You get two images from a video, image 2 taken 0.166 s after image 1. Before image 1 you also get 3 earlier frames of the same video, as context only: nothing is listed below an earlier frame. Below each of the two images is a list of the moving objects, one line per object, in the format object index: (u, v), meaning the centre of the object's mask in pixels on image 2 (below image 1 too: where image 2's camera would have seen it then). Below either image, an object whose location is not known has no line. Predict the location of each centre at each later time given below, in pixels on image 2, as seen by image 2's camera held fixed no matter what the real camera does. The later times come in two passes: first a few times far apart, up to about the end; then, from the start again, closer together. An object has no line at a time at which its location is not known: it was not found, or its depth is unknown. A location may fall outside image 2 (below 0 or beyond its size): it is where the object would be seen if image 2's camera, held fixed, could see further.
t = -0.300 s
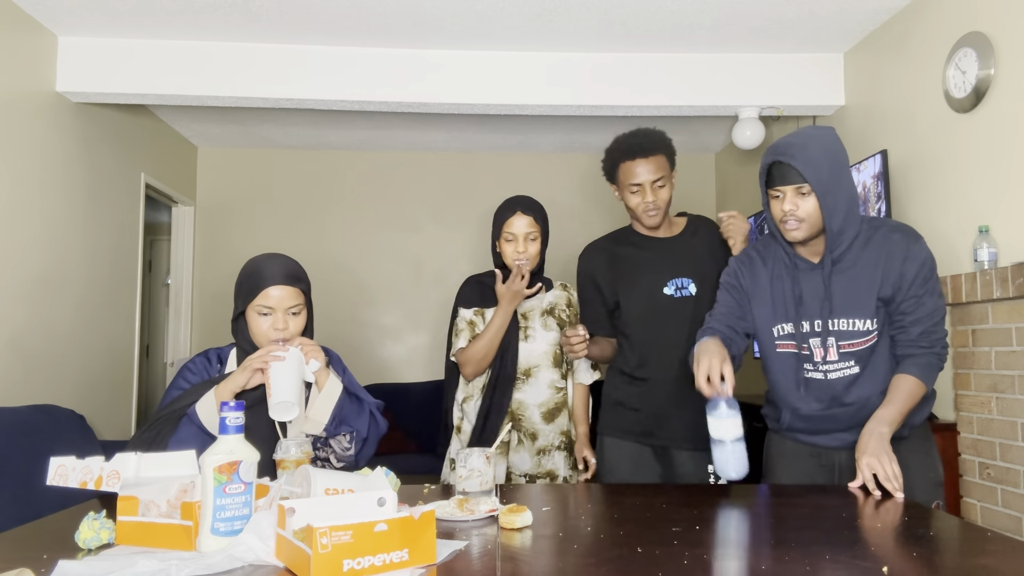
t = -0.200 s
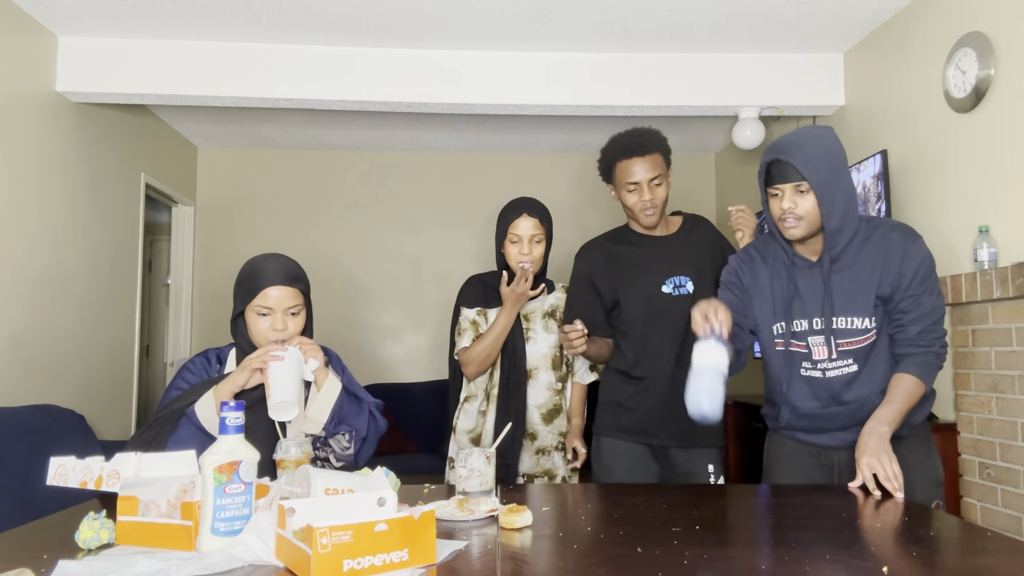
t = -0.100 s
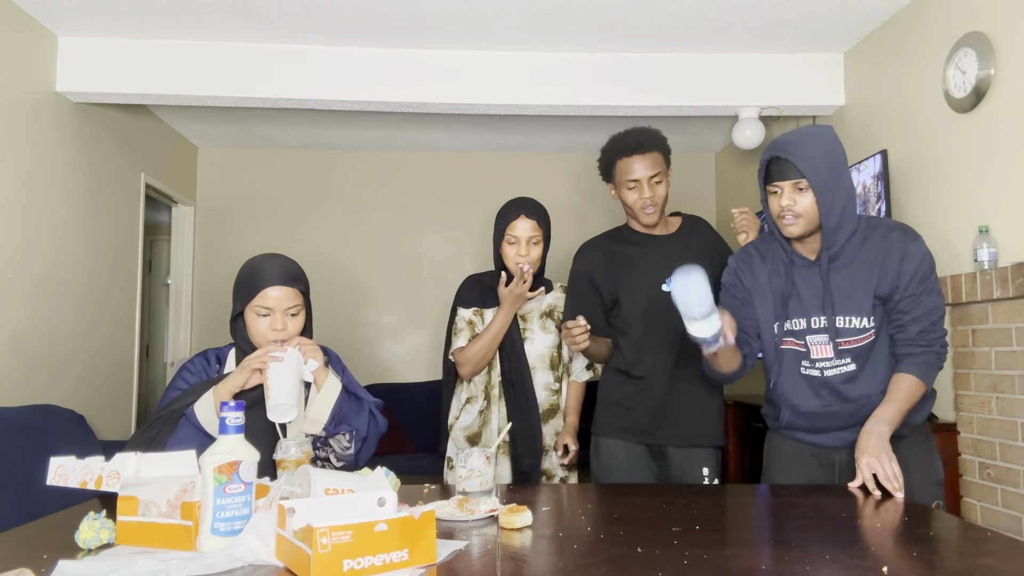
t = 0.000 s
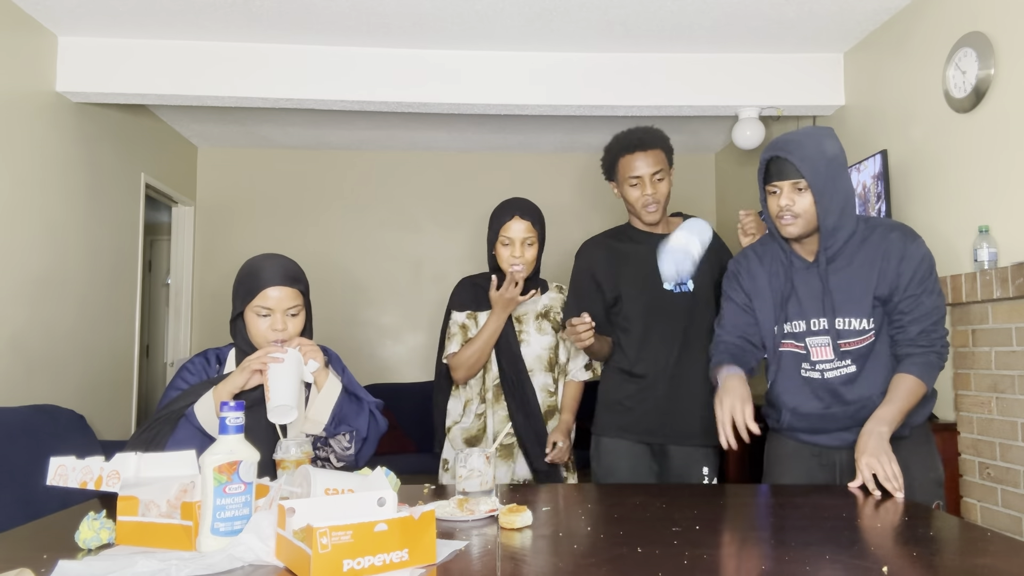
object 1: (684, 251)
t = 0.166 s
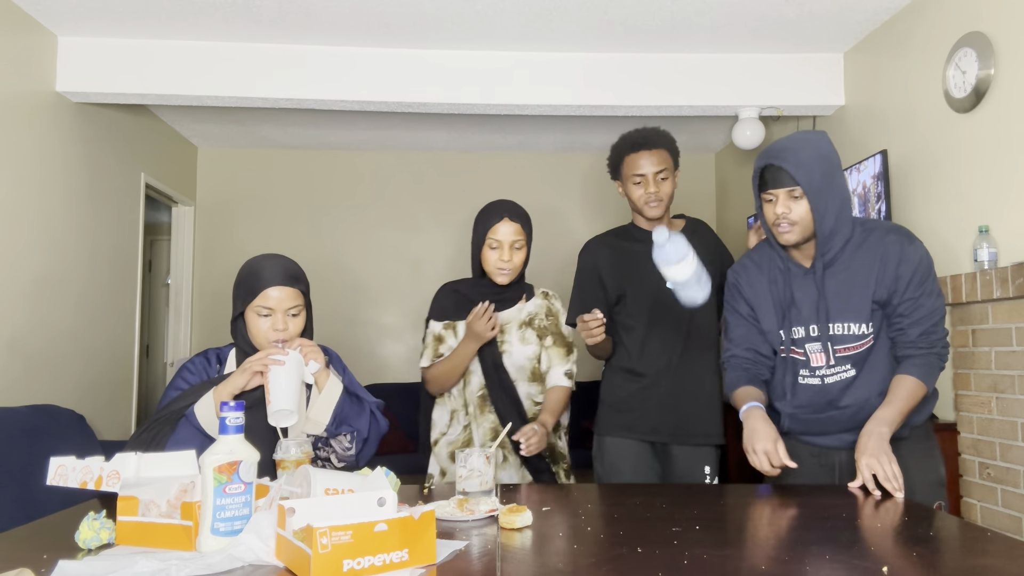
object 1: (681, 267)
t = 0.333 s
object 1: (681, 442)
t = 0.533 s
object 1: (671, 464)
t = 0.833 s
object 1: (638, 497)
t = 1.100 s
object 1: (639, 499)
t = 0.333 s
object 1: (681, 442)
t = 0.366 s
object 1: (679, 466)
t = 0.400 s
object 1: (678, 464)
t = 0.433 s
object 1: (677, 464)
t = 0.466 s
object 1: (675, 464)
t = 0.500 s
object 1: (673, 464)
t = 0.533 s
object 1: (671, 464)
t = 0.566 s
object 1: (668, 465)
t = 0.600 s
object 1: (665, 465)
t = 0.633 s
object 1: (662, 466)
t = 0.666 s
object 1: (658, 468)
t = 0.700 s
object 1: (653, 470)
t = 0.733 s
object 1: (647, 473)
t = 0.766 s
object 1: (640, 481)
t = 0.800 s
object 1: (634, 495)
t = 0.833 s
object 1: (638, 497)
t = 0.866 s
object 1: (640, 499)
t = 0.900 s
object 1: (640, 498)
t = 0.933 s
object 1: (639, 498)
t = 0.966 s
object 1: (638, 498)
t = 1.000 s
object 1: (639, 499)
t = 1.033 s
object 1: (639, 499)
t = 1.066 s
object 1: (639, 499)
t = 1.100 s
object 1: (639, 499)
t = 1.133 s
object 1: (639, 499)
